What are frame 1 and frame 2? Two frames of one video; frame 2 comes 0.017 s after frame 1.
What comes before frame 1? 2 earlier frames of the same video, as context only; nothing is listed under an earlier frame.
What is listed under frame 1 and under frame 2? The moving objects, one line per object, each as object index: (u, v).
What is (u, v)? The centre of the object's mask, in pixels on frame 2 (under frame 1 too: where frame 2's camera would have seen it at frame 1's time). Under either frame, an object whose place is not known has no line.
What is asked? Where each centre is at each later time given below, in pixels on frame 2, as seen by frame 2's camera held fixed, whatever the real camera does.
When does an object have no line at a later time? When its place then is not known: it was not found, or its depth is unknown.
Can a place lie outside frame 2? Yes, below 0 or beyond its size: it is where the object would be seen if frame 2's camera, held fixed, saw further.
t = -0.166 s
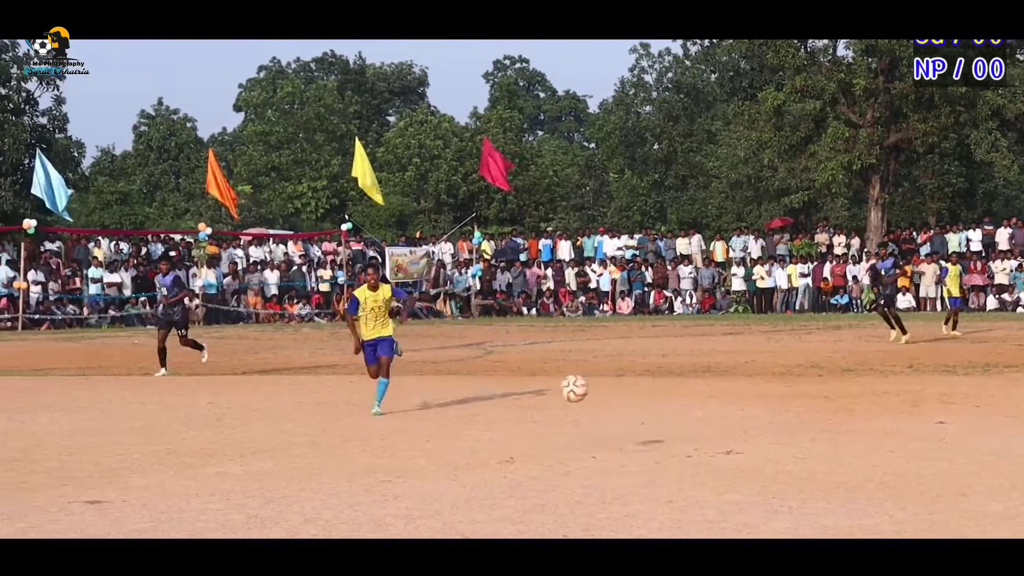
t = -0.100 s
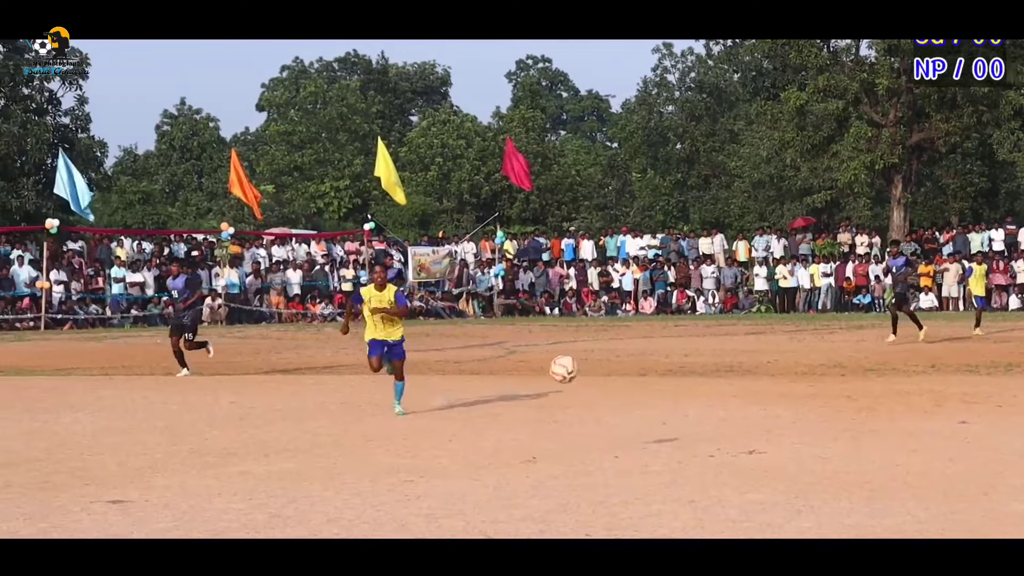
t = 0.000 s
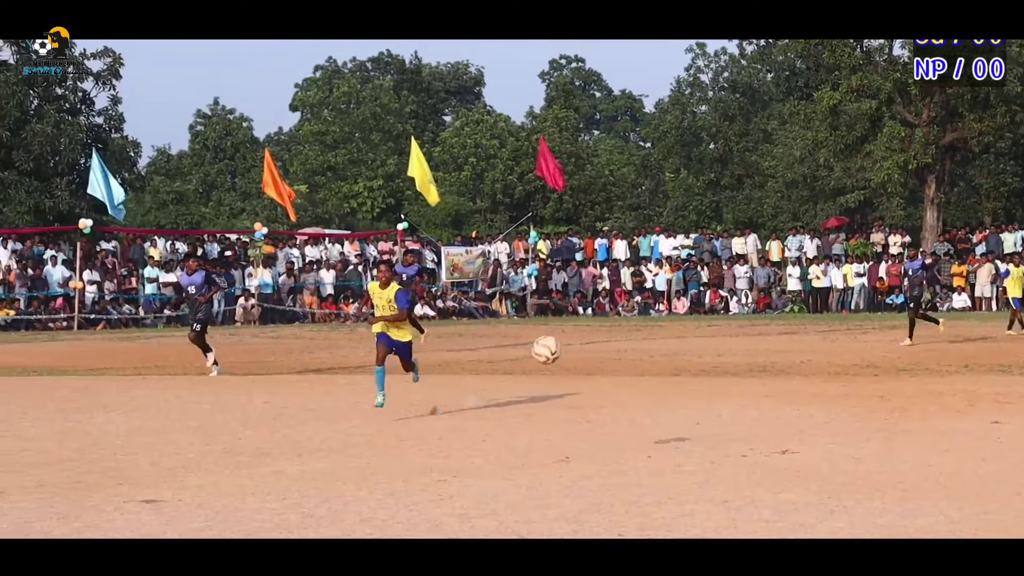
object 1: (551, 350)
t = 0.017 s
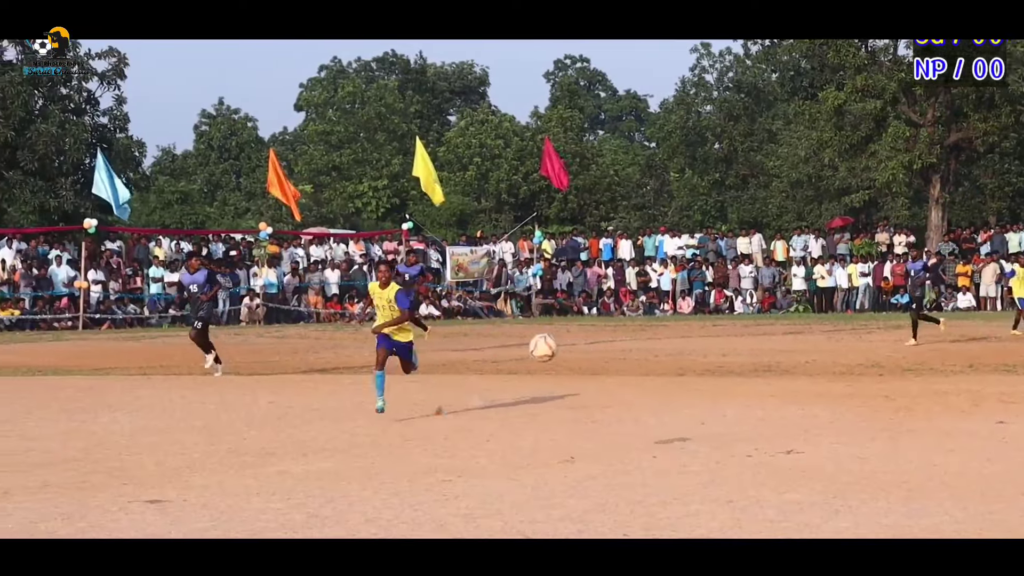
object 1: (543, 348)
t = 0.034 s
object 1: (534, 346)
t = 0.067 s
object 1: (517, 344)
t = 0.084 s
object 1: (508, 343)
